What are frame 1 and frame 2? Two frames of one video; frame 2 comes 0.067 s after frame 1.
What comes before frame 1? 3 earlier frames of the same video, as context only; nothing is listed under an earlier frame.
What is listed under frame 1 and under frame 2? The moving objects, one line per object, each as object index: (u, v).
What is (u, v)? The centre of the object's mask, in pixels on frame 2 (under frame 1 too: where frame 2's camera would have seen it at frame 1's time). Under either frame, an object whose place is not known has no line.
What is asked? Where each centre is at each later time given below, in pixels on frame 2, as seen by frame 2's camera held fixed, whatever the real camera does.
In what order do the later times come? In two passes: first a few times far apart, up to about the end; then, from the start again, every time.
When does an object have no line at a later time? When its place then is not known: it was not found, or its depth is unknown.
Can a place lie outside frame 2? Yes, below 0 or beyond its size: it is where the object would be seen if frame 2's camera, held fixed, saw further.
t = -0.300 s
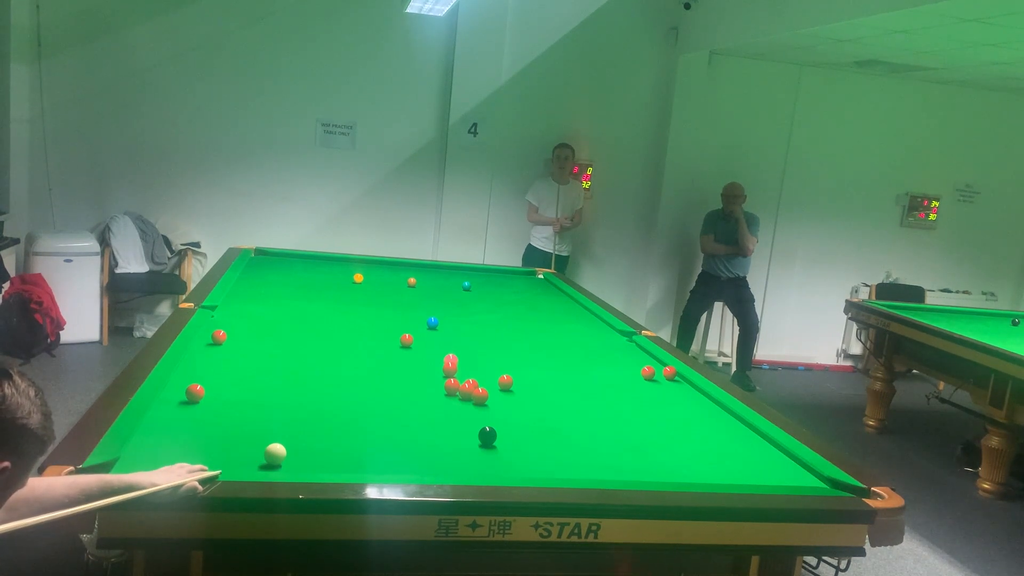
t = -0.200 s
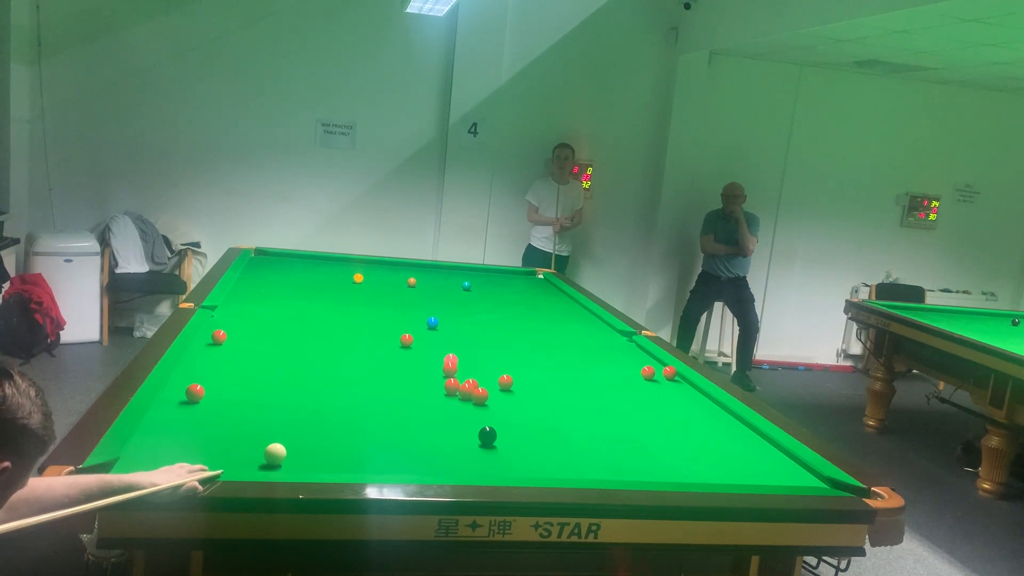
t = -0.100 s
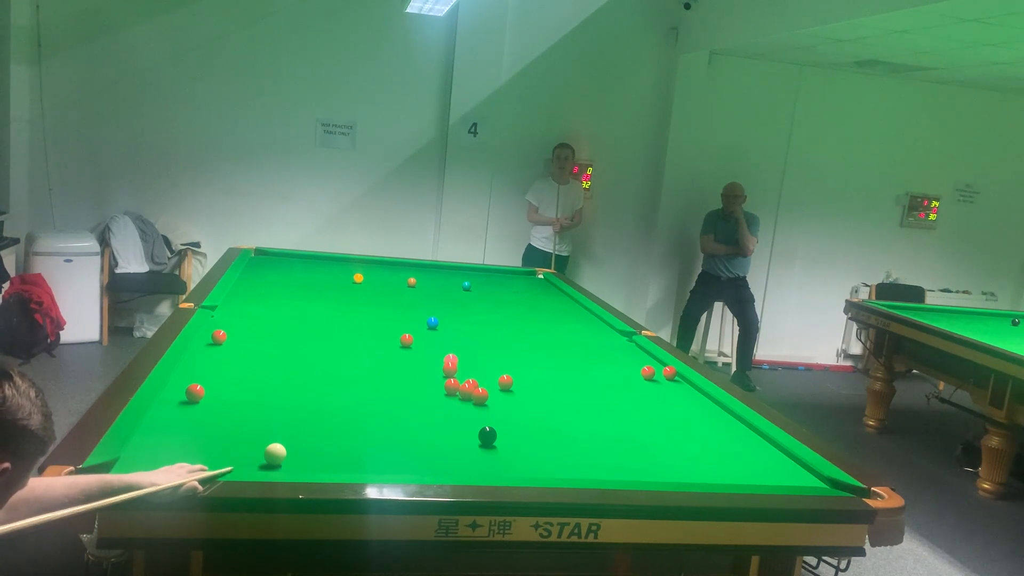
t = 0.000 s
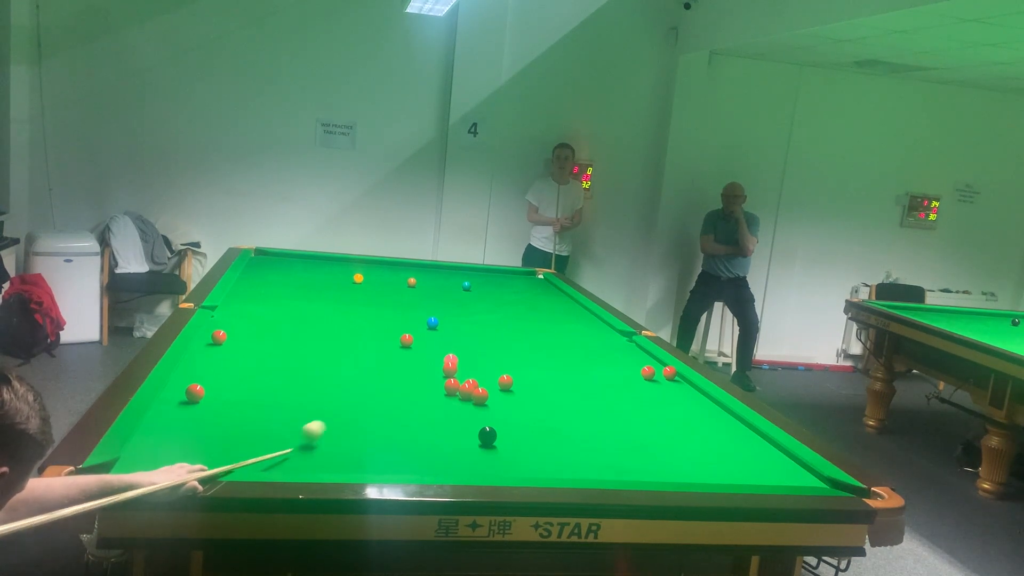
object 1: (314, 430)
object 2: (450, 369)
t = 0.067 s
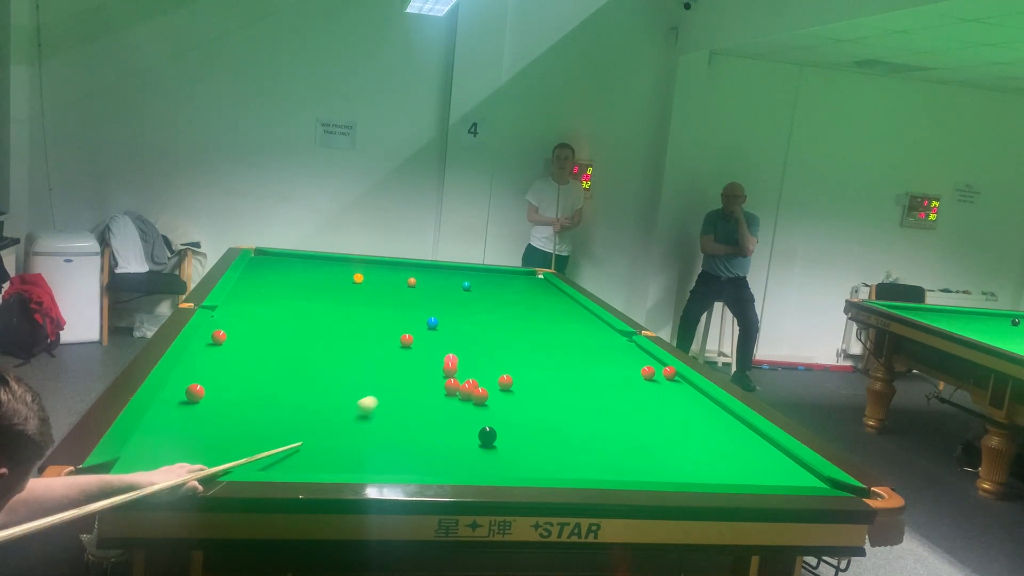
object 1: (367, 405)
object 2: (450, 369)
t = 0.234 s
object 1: (426, 365)
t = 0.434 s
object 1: (382, 345)
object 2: (592, 348)
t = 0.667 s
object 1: (346, 328)
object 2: (567, 331)
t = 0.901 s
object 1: (313, 314)
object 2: (481, 315)
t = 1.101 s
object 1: (289, 303)
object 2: (420, 303)
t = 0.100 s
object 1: (390, 394)
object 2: (450, 369)
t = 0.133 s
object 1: (410, 384)
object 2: (450, 369)
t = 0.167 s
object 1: (427, 376)
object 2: (450, 369)
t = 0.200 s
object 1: (435, 369)
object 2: (459, 368)
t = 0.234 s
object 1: (426, 365)
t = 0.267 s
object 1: (417, 361)
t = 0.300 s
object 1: (409, 357)
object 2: (523, 358)
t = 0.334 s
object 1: (402, 354)
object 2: (542, 356)
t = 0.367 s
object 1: (395, 351)
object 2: (560, 353)
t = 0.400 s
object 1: (388, 348)
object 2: (576, 351)
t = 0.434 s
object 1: (382, 345)
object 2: (592, 348)
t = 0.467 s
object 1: (376, 342)
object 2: (607, 346)
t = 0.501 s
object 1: (371, 340)
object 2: (621, 344)
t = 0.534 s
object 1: (366, 337)
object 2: (629, 342)
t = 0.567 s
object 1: (360, 335)
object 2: (613, 339)
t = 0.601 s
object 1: (355, 332)
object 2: (597, 336)
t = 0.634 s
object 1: (350, 330)
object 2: (582, 334)
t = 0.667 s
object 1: (346, 328)
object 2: (567, 331)
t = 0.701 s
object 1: (340, 326)
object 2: (553, 328)
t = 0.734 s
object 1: (336, 323)
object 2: (540, 326)
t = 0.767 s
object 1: (331, 322)
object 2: (527, 324)
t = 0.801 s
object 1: (326, 319)
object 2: (515, 321)
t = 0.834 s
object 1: (322, 317)
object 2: (503, 319)
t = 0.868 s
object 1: (318, 316)
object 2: (492, 317)
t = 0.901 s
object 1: (313, 314)
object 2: (481, 315)
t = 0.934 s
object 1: (309, 312)
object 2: (471, 313)
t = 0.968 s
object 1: (305, 310)
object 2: (460, 311)
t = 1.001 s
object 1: (301, 308)
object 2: (450, 309)
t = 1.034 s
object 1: (297, 306)
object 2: (440, 307)
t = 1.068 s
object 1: (293, 304)
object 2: (430, 305)
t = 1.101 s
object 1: (289, 303)
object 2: (420, 303)
